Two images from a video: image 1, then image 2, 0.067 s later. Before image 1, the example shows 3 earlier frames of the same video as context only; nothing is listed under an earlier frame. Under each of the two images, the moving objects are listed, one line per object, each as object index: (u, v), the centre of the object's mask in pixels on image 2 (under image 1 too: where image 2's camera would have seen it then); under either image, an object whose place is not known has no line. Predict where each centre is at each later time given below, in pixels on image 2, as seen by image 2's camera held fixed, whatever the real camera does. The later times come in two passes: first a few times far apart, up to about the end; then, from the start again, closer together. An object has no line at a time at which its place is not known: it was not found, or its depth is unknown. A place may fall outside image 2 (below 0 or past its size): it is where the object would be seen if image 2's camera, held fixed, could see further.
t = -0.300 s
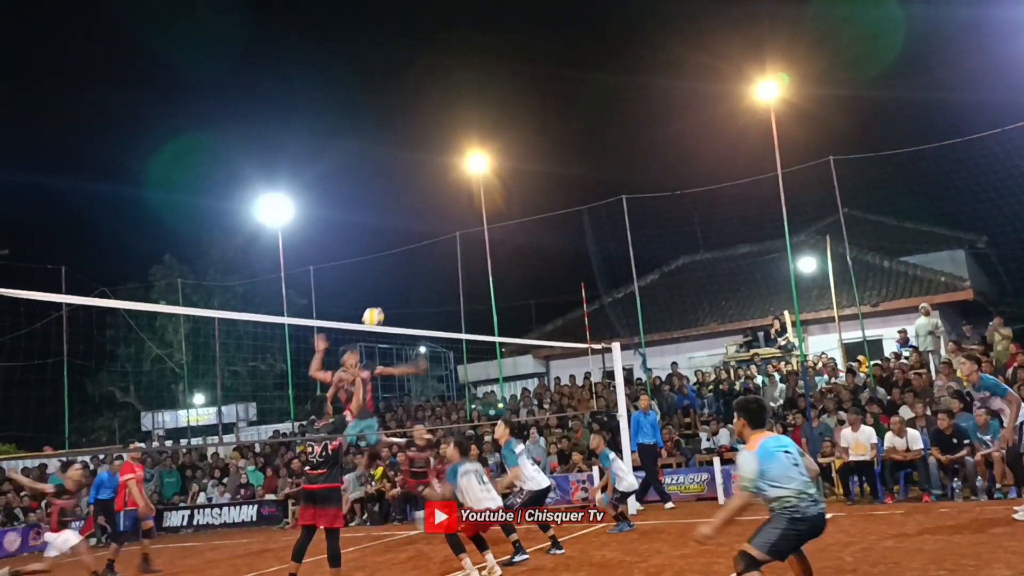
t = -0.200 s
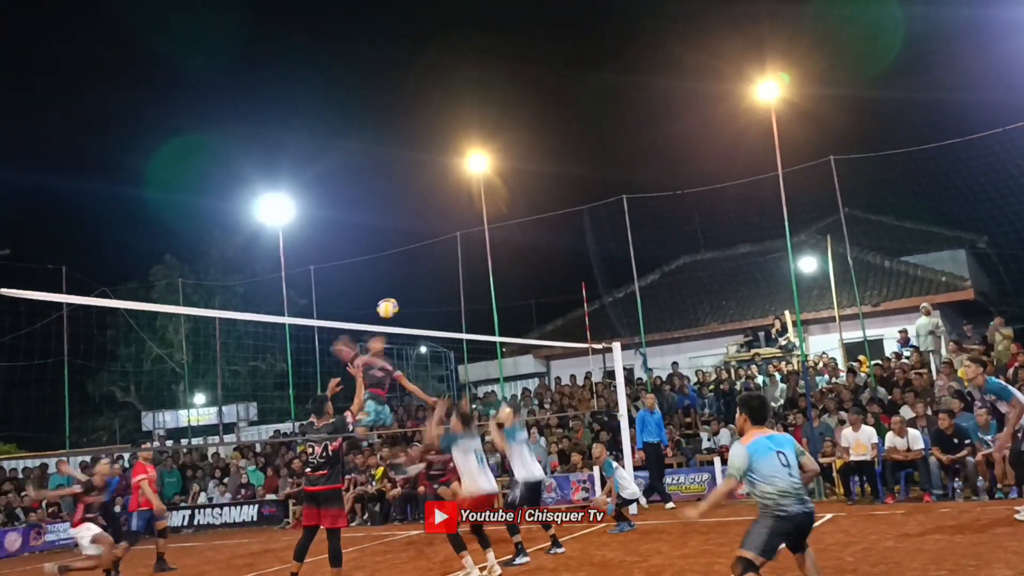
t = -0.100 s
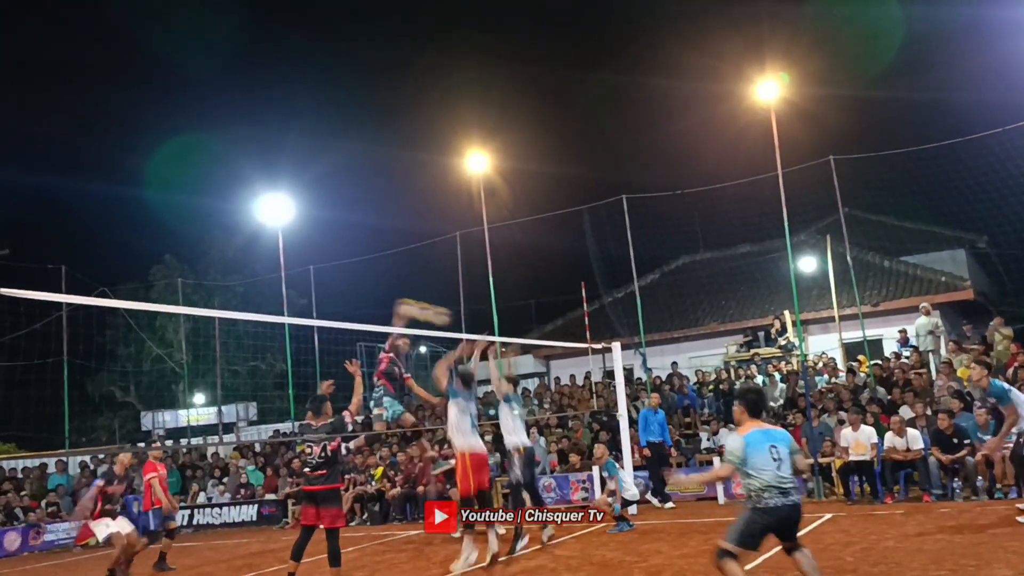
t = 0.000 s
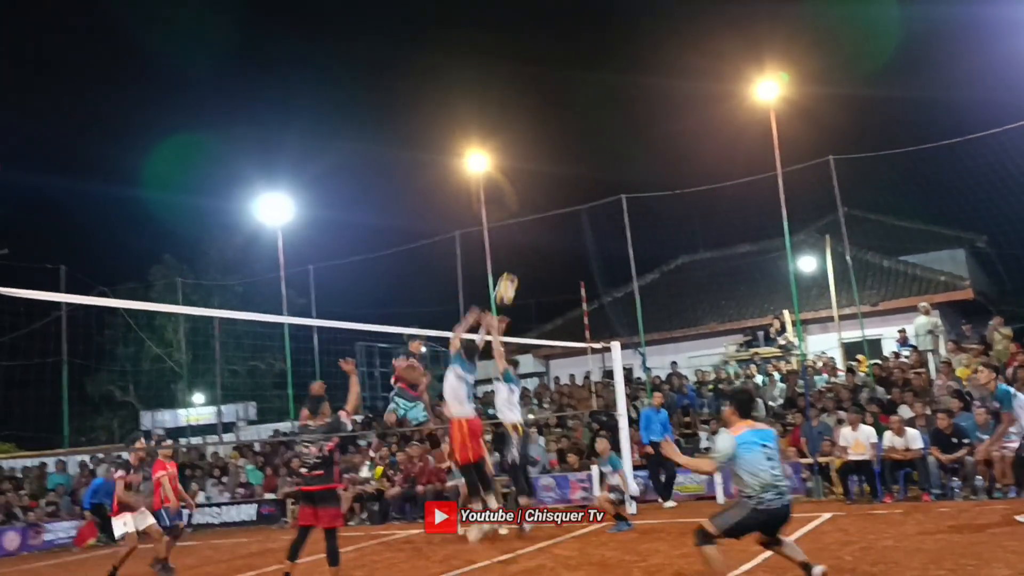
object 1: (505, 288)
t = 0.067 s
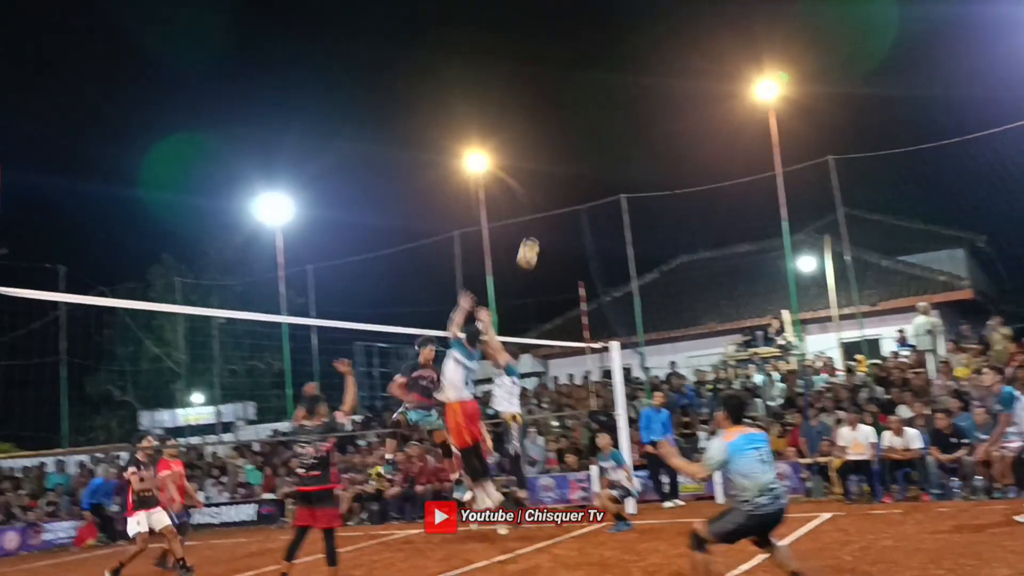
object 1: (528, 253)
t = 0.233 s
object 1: (585, 184)
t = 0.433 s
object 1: (655, 135)
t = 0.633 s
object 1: (726, 122)
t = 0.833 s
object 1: (799, 142)
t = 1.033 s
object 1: (874, 196)
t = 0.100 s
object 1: (539, 237)
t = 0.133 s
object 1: (551, 223)
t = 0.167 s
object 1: (562, 208)
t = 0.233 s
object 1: (585, 184)
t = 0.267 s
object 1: (596, 174)
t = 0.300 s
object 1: (608, 163)
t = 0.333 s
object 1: (620, 155)
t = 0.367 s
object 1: (631, 148)
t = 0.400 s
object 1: (643, 141)
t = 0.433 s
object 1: (655, 135)
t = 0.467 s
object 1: (666, 131)
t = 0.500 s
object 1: (679, 127)
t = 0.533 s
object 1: (691, 125)
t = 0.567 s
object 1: (702, 123)
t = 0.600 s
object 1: (714, 122)
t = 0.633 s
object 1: (726, 122)
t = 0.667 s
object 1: (738, 123)
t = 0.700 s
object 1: (750, 125)
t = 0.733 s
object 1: (763, 129)
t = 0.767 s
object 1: (773, 131)
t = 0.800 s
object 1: (787, 137)
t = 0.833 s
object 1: (799, 142)
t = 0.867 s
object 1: (811, 149)
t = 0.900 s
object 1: (824, 156)
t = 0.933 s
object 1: (836, 166)
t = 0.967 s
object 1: (849, 174)
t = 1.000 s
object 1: (861, 186)
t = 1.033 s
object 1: (874, 196)
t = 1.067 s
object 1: (888, 210)
